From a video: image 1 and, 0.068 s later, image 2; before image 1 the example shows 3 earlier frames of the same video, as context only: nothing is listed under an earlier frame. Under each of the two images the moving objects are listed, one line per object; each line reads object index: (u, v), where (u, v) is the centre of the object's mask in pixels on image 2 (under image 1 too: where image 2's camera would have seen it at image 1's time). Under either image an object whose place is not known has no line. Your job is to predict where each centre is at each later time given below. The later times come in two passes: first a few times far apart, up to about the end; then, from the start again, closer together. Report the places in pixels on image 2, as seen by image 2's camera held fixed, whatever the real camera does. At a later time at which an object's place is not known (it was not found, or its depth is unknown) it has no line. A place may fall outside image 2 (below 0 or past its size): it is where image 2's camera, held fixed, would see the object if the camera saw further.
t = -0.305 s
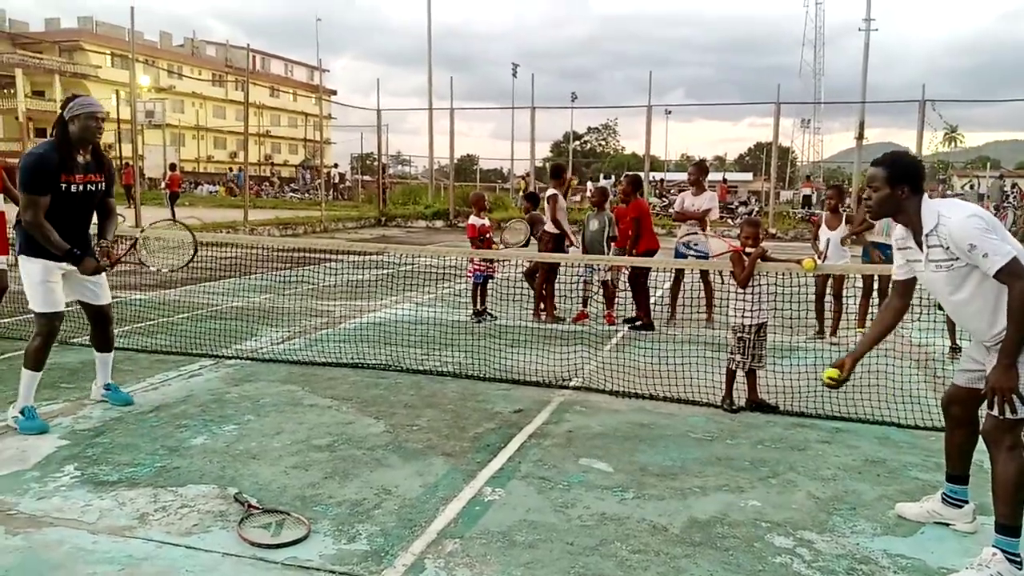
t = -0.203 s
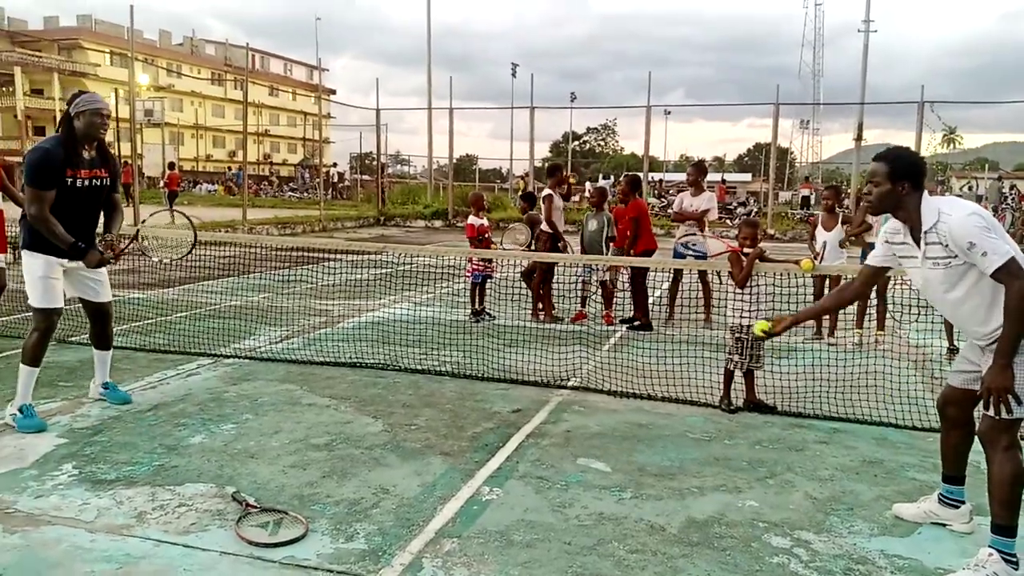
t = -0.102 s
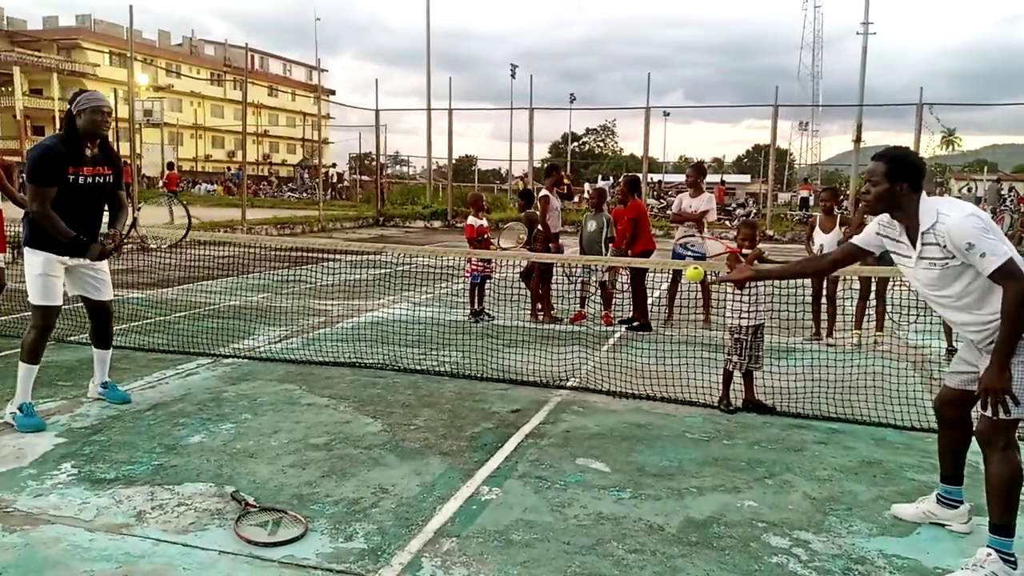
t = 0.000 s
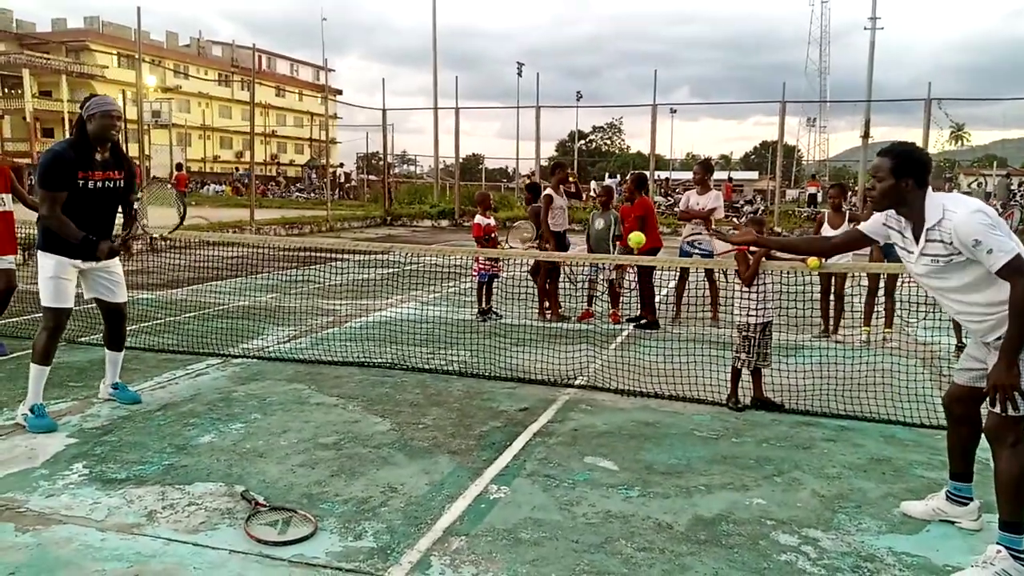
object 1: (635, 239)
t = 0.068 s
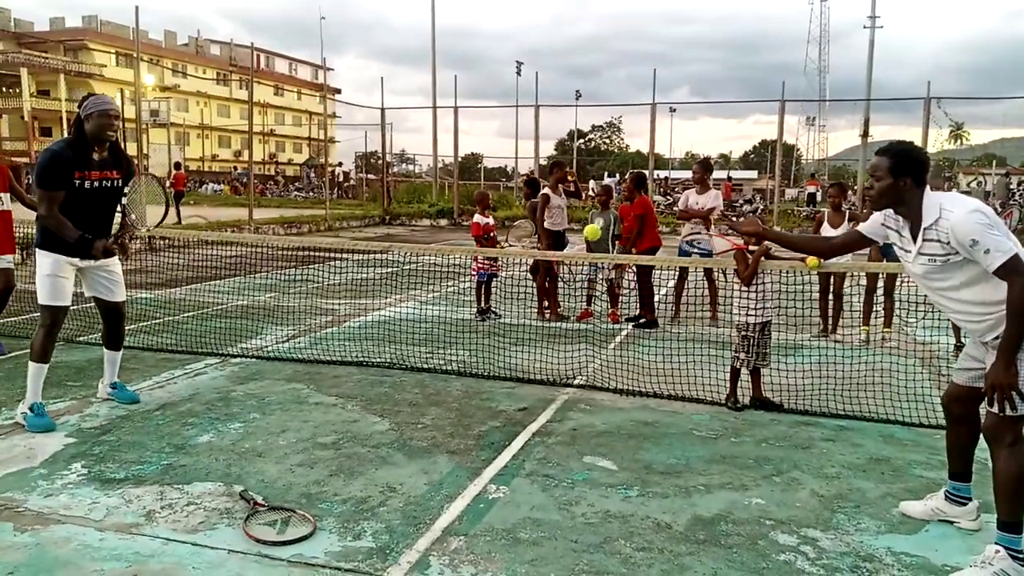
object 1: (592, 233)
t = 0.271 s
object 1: (464, 279)
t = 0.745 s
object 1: (236, 369)
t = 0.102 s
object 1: (570, 233)
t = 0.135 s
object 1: (548, 237)
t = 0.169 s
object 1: (527, 243)
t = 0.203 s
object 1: (506, 252)
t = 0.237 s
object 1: (485, 264)
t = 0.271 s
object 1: (464, 279)
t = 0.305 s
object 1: (445, 295)
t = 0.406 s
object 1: (384, 362)
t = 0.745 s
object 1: (236, 369)
